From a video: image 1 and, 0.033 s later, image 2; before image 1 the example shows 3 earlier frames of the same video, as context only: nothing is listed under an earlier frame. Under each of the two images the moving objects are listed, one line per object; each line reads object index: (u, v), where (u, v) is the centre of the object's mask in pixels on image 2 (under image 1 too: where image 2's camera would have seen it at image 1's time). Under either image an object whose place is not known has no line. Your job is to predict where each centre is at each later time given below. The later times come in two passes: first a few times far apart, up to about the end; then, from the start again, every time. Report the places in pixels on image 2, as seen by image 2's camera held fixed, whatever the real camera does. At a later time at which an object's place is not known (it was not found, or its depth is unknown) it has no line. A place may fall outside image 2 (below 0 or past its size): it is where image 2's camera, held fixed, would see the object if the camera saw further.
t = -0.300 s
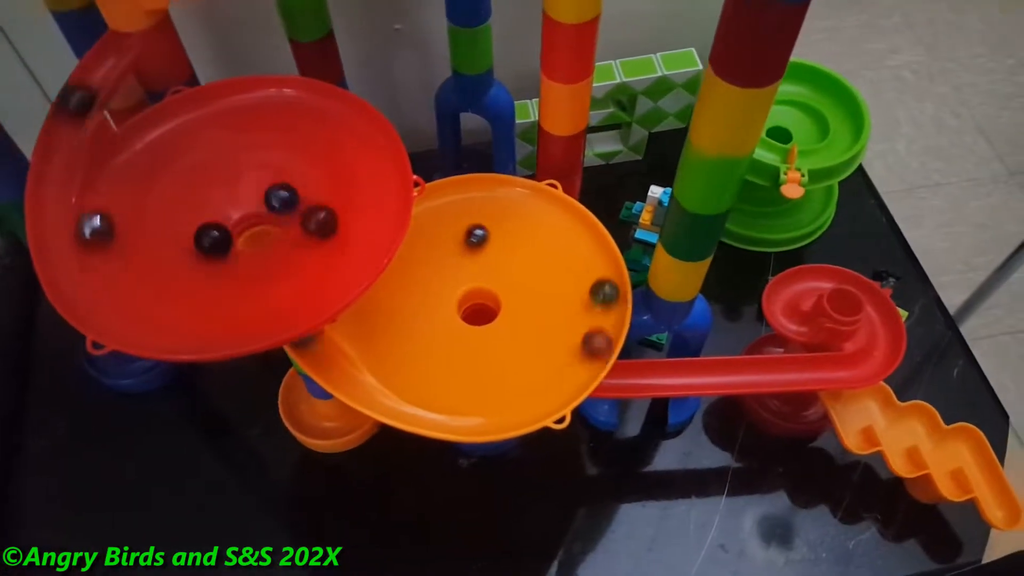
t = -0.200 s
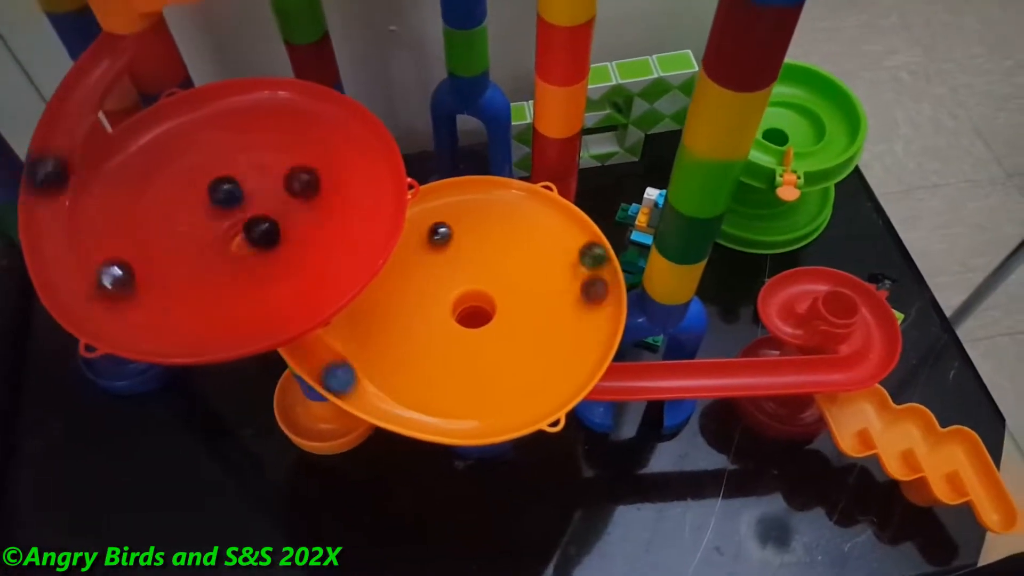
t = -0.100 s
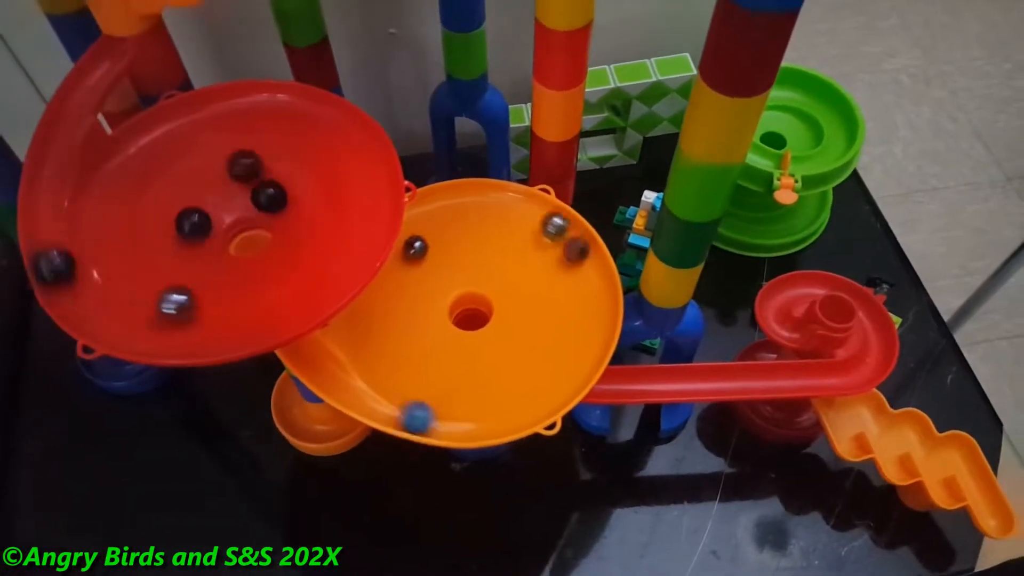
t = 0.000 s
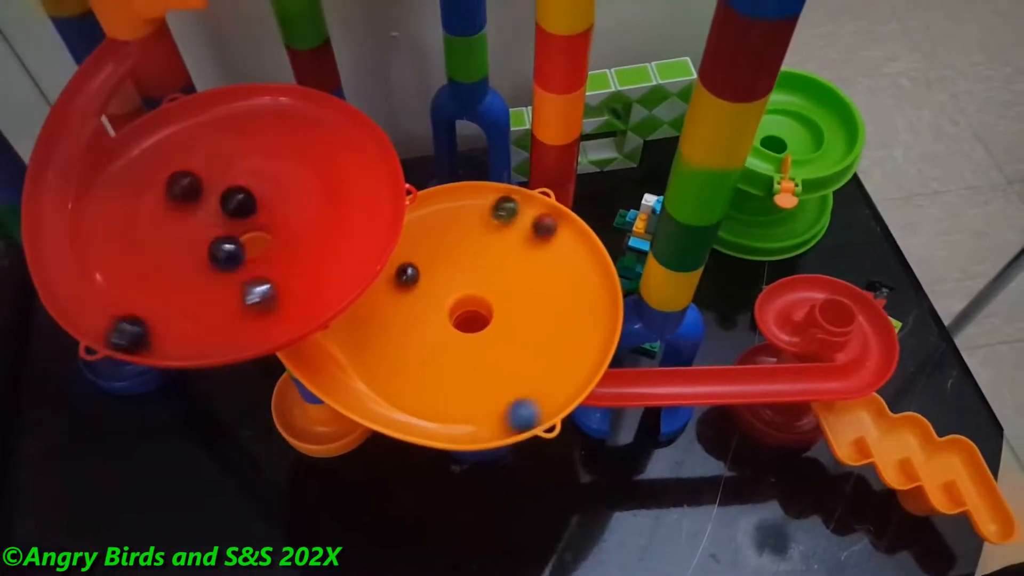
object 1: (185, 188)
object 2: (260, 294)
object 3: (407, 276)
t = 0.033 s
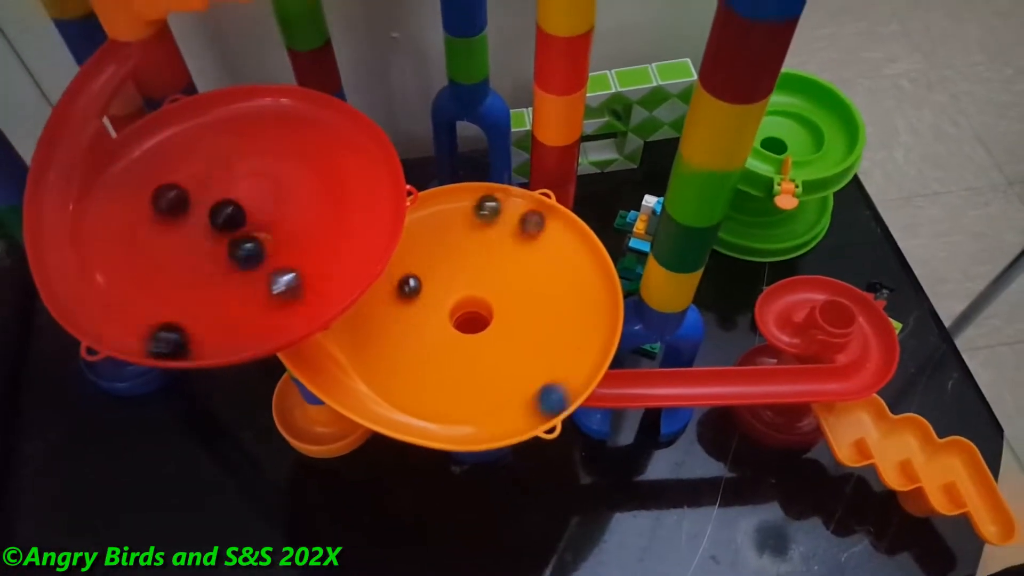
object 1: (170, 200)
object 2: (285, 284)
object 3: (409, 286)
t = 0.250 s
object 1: (205, 272)
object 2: (345, 175)
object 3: (478, 350)
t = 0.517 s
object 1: (287, 175)
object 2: (215, 143)
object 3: (556, 332)
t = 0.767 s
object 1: (186, 226)
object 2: (132, 259)
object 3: (508, 288)
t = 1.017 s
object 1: (291, 252)
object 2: (267, 290)
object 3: (403, 297)
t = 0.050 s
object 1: (164, 206)
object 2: (296, 277)
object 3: (411, 292)
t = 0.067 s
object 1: (160, 213)
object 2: (307, 270)
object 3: (413, 298)
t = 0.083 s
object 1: (157, 220)
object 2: (316, 262)
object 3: (416, 304)
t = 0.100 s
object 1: (156, 227)
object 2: (325, 253)
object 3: (420, 310)
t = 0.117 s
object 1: (156, 234)
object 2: (332, 244)
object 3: (424, 316)
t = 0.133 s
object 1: (157, 241)
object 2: (338, 235)
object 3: (429, 322)
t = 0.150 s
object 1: (160, 247)
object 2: (343, 226)
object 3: (435, 327)
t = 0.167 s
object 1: (164, 253)
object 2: (346, 217)
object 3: (441, 332)
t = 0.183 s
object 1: (170, 259)
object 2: (348, 208)
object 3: (448, 337)
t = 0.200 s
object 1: (176, 263)
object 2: (349, 199)
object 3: (455, 342)
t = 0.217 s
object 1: (185, 267)
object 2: (348, 191)
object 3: (463, 345)
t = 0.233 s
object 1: (194, 270)
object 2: (348, 182)
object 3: (470, 347)
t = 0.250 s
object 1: (205, 272)
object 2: (345, 175)
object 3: (478, 350)
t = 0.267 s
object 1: (216, 271)
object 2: (342, 168)
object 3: (486, 351)
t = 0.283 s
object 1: (227, 270)
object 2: (338, 161)
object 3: (493, 352)
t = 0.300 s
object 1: (240, 268)
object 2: (333, 155)
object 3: (501, 353)
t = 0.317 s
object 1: (252, 264)
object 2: (327, 150)
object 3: (507, 353)
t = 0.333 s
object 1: (263, 259)
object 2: (320, 144)
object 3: (514, 353)
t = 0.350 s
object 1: (273, 252)
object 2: (313, 140)
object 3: (520, 352)
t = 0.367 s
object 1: (282, 244)
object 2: (305, 138)
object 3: (525, 352)
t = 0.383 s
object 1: (289, 236)
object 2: (297, 135)
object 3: (531, 350)
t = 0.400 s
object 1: (295, 228)
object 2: (287, 133)
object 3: (536, 349)
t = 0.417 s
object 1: (298, 219)
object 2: (278, 132)
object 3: (540, 347)
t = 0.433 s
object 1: (300, 210)
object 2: (268, 132)
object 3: (544, 345)
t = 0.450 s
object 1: (300, 201)
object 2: (258, 133)
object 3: (547, 343)
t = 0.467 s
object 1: (299, 194)
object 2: (247, 133)
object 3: (550, 340)
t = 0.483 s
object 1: (296, 187)
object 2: (237, 136)
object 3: (553, 338)
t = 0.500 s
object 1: (292, 181)
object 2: (225, 138)
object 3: (555, 335)
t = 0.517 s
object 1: (287, 175)
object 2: (215, 143)
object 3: (556, 332)
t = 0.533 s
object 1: (281, 172)
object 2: (204, 147)
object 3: (557, 329)
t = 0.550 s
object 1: (274, 169)
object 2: (194, 152)
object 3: (557, 326)
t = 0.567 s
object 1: (267, 166)
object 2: (183, 159)
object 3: (557, 323)
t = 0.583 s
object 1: (259, 165)
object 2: (174, 165)
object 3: (556, 320)
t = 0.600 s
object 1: (250, 165)
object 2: (165, 173)
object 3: (554, 317)
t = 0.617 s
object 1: (242, 167)
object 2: (157, 181)
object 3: (552, 314)
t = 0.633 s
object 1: (233, 169)
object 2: (149, 188)
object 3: (550, 311)
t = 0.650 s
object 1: (224, 174)
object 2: (143, 198)
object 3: (547, 307)
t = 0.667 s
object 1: (216, 178)
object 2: (138, 206)
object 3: (543, 304)
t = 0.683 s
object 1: (208, 185)
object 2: (134, 216)
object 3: (538, 301)
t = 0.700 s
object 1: (201, 192)
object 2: (130, 226)
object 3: (533, 298)
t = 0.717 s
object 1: (195, 200)
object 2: (129, 234)
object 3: (528, 295)
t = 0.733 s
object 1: (190, 209)
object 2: (129, 242)
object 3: (522, 293)
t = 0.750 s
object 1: (187, 218)
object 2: (130, 253)
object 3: (515, 290)
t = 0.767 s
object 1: (186, 226)
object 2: (132, 259)
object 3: (508, 288)
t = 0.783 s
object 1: (186, 236)
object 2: (135, 266)
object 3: (501, 286)
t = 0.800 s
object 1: (189, 244)
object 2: (139, 274)
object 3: (493, 285)
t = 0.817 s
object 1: (193, 251)
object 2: (145, 281)
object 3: (485, 284)
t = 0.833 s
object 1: (198, 256)
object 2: (153, 287)
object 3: (476, 283)
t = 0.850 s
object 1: (205, 262)
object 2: (161, 291)
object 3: (467, 282)
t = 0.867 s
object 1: (213, 268)
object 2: (170, 295)
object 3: (459, 282)
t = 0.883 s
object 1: (223, 272)
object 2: (179, 298)
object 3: (450, 282)
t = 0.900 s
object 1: (231, 272)
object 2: (190, 300)
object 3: (443, 283)
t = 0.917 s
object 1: (244, 273)
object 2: (200, 303)
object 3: (436, 284)
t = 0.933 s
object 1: (254, 272)
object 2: (211, 304)
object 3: (429, 286)
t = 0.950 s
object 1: (262, 268)
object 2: (222, 303)
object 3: (422, 287)
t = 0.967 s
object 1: (270, 265)
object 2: (234, 301)
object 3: (416, 290)
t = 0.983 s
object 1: (278, 261)
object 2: (246, 298)
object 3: (411, 291)
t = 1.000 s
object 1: (285, 257)
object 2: (256, 294)
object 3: (407, 294)
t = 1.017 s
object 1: (291, 252)
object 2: (267, 290)
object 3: (403, 297)
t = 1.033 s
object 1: (297, 247)
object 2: (277, 285)
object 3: (399, 298)
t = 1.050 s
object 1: (300, 241)
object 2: (286, 278)
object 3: (397, 301)
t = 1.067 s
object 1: (303, 235)
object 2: (295, 271)
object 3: (394, 304)
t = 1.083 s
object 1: (304, 229)
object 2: (303, 264)
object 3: (393, 306)
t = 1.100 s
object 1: (304, 223)
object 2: (309, 255)
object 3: (392, 309)
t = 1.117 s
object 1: (302, 217)
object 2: (314, 246)
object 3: (392, 312)
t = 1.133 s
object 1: (300, 211)
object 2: (319, 237)
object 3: (393, 315)
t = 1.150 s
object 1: (295, 206)
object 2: (323, 229)
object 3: (394, 318)
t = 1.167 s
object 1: (290, 201)
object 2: (325, 220)
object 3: (396, 321)
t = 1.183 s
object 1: (282, 198)
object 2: (325, 211)
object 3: (399, 323)
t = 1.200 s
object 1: (272, 195)
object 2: (323, 203)
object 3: (402, 325)
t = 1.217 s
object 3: (407, 328)
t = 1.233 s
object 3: (412, 330)
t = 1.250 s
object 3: (417, 332)
